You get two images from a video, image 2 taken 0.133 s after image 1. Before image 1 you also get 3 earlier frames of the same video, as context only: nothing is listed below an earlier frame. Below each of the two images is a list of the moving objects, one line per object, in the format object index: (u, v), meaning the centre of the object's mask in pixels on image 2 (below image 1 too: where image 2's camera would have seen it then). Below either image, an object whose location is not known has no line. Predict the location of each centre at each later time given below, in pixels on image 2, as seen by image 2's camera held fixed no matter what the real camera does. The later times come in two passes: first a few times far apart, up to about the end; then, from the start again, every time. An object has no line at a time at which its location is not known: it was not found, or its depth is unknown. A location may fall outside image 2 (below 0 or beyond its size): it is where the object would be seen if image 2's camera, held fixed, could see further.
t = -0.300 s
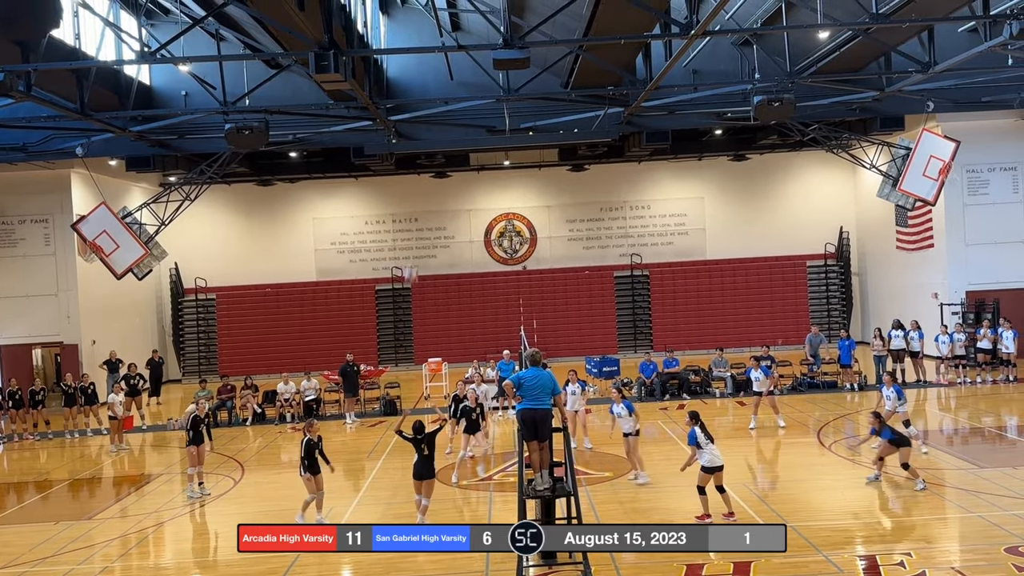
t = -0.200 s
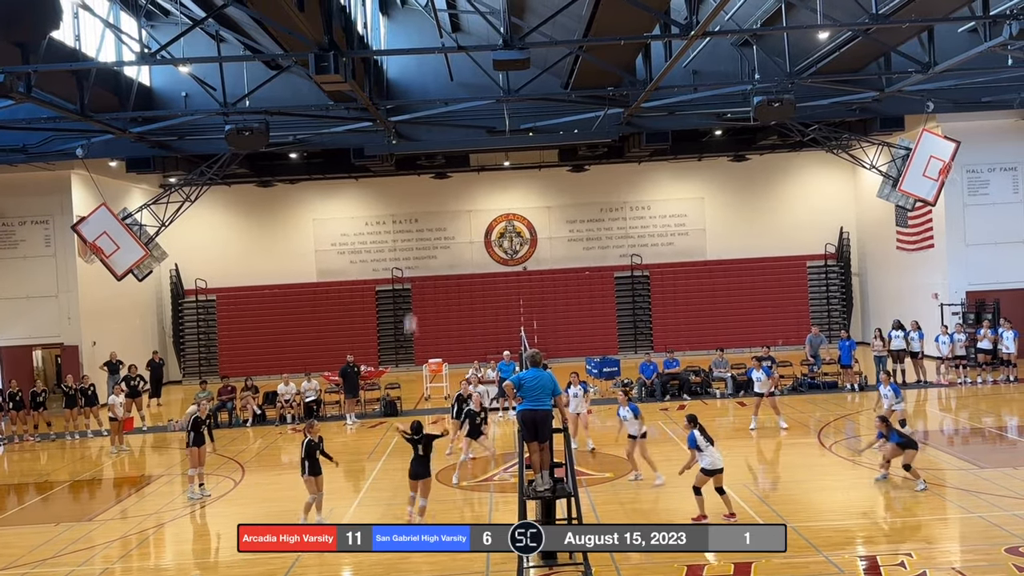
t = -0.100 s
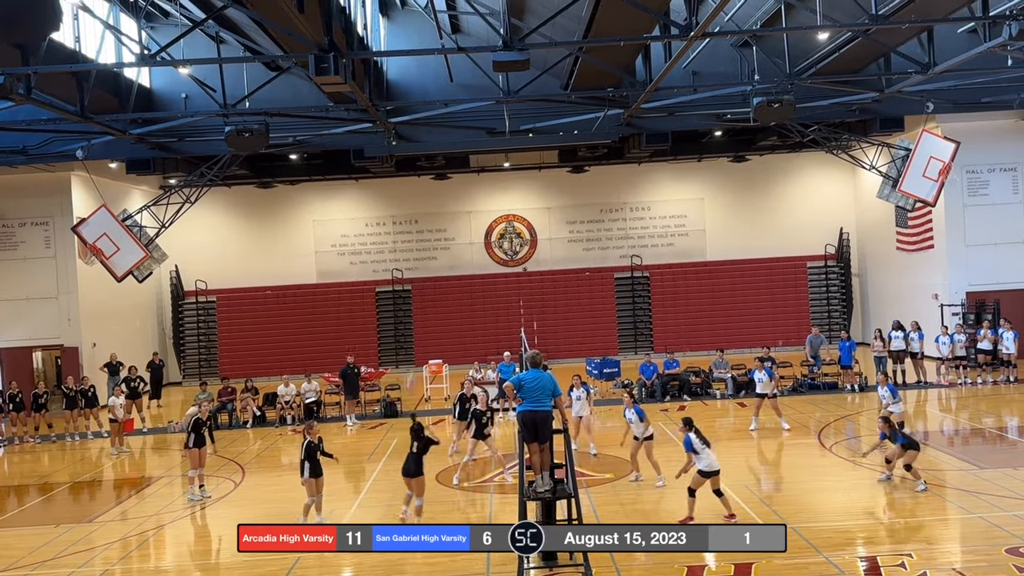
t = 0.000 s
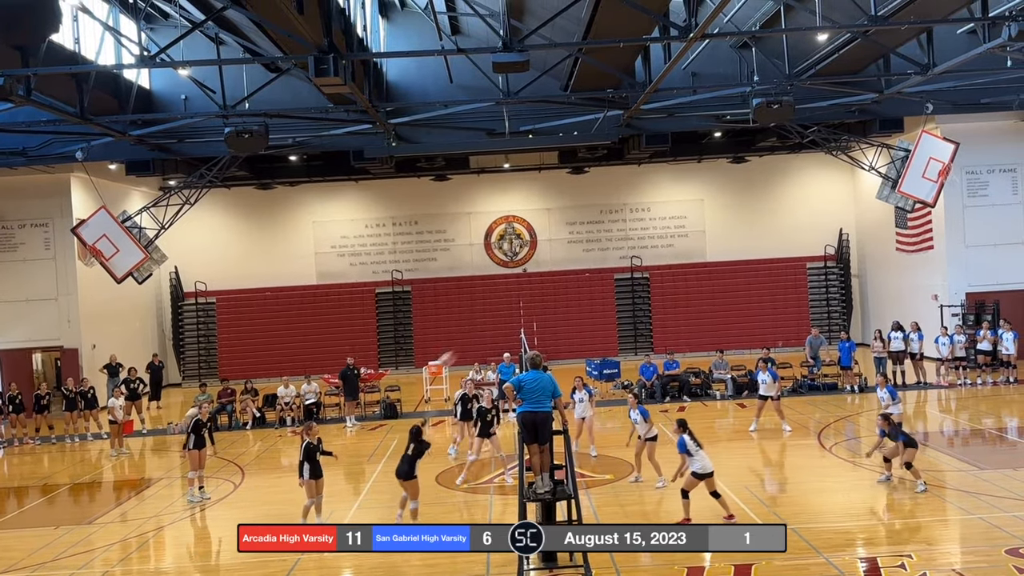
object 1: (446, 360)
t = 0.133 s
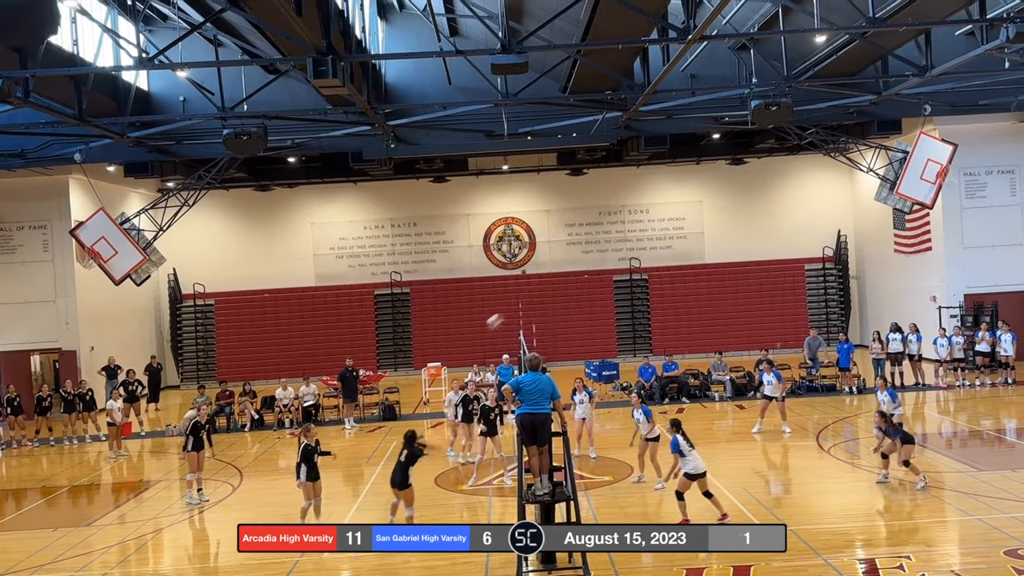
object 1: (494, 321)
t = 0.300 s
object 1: (548, 295)
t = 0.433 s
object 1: (586, 286)
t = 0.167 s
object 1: (505, 315)
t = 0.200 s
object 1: (516, 308)
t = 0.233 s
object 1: (528, 302)
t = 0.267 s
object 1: (538, 297)
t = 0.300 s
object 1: (548, 295)
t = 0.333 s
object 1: (558, 291)
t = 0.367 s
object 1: (567, 289)
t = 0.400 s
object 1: (577, 287)
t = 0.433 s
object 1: (586, 286)
